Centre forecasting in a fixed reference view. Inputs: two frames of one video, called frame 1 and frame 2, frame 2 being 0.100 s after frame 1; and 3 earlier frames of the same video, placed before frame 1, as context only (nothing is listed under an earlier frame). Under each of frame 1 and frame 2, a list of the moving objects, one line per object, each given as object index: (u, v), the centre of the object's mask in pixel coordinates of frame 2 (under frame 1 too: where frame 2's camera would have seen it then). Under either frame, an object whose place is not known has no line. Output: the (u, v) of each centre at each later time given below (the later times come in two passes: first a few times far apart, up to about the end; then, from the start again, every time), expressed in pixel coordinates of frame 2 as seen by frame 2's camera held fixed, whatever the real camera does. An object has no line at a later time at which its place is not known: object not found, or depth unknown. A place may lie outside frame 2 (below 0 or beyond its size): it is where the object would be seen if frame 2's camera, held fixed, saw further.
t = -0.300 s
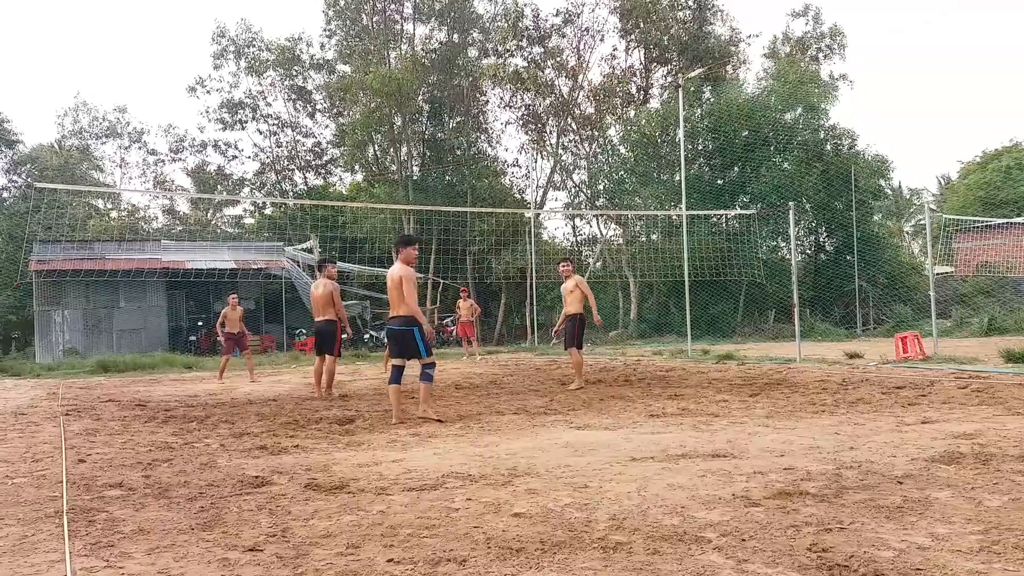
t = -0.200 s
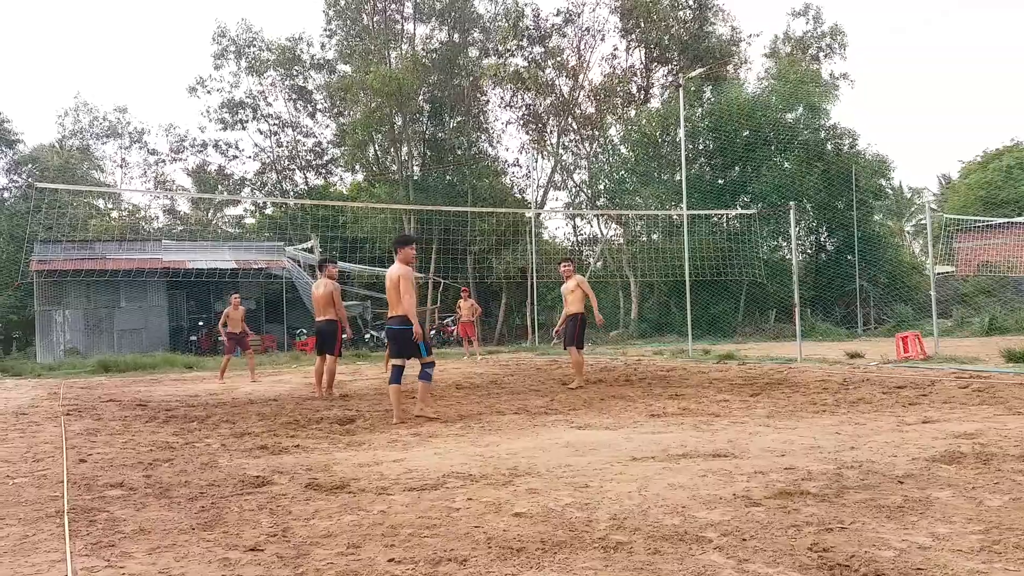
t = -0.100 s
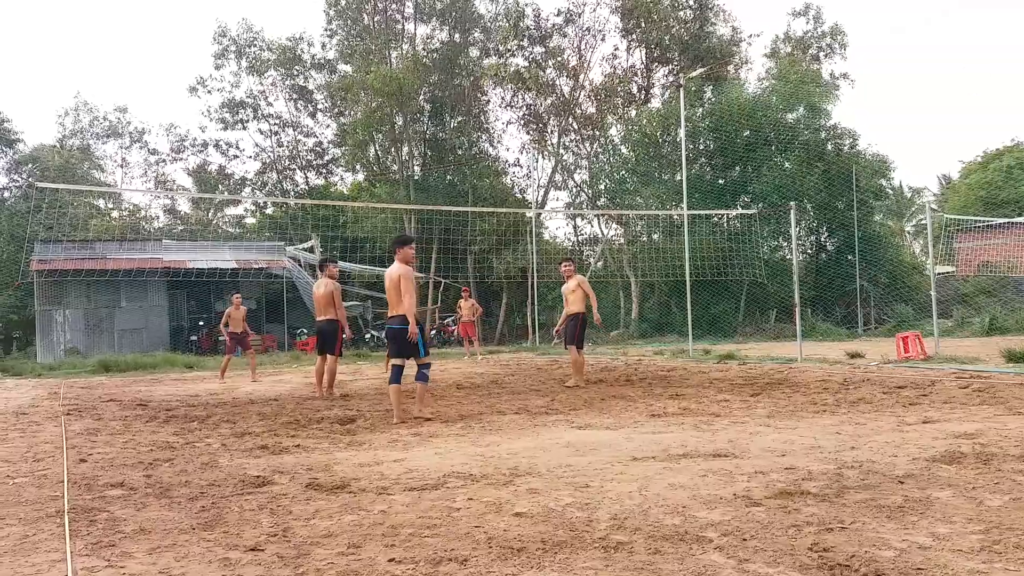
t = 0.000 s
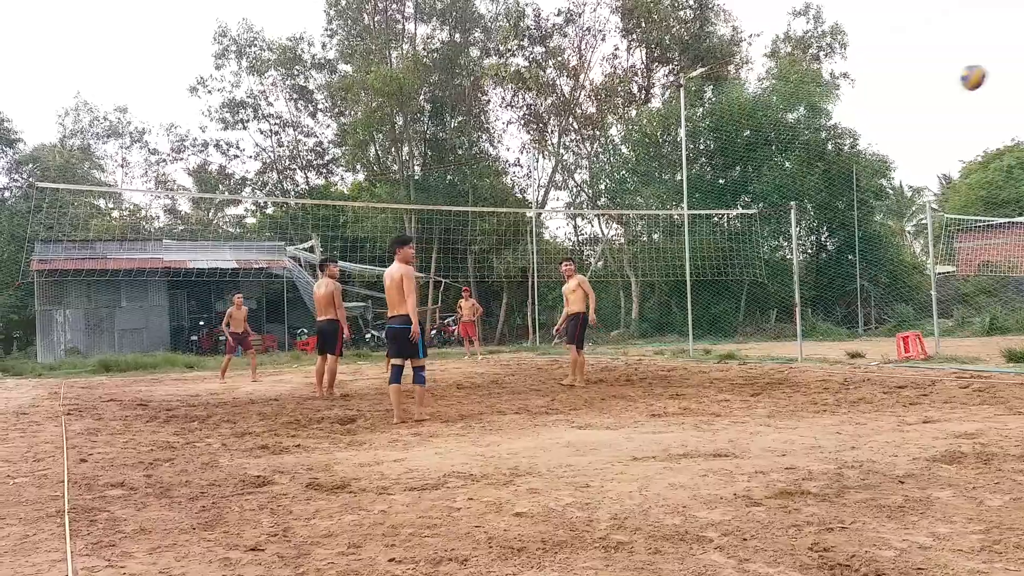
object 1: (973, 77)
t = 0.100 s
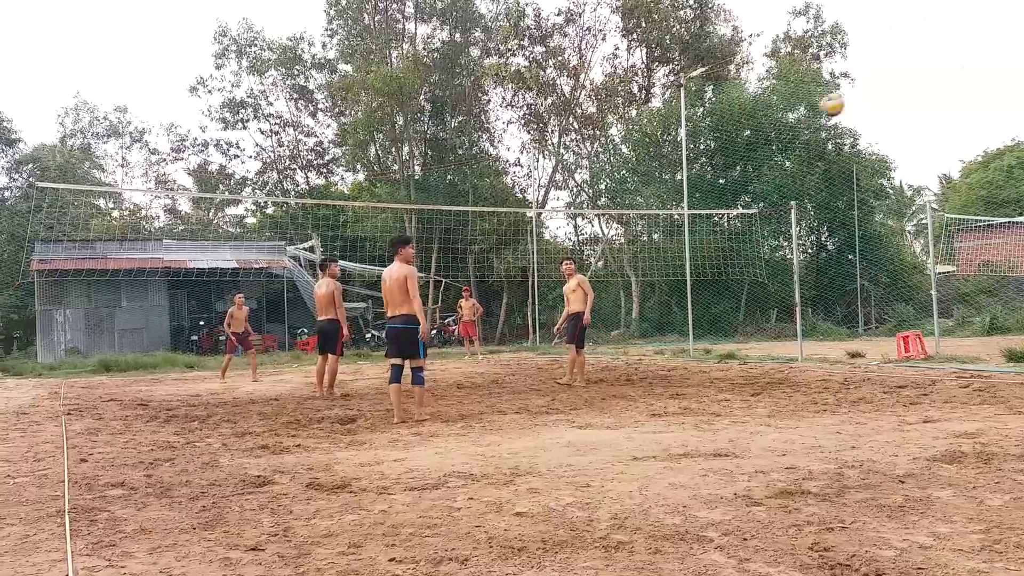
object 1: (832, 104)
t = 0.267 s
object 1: (685, 160)
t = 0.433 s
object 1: (594, 213)
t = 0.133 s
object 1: (797, 115)
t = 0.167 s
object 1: (765, 126)
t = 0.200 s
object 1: (735, 137)
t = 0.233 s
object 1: (709, 149)
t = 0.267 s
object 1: (685, 160)
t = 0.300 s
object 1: (664, 171)
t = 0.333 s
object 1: (643, 182)
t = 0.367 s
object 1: (624, 193)
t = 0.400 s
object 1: (609, 205)
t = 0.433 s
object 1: (594, 213)
